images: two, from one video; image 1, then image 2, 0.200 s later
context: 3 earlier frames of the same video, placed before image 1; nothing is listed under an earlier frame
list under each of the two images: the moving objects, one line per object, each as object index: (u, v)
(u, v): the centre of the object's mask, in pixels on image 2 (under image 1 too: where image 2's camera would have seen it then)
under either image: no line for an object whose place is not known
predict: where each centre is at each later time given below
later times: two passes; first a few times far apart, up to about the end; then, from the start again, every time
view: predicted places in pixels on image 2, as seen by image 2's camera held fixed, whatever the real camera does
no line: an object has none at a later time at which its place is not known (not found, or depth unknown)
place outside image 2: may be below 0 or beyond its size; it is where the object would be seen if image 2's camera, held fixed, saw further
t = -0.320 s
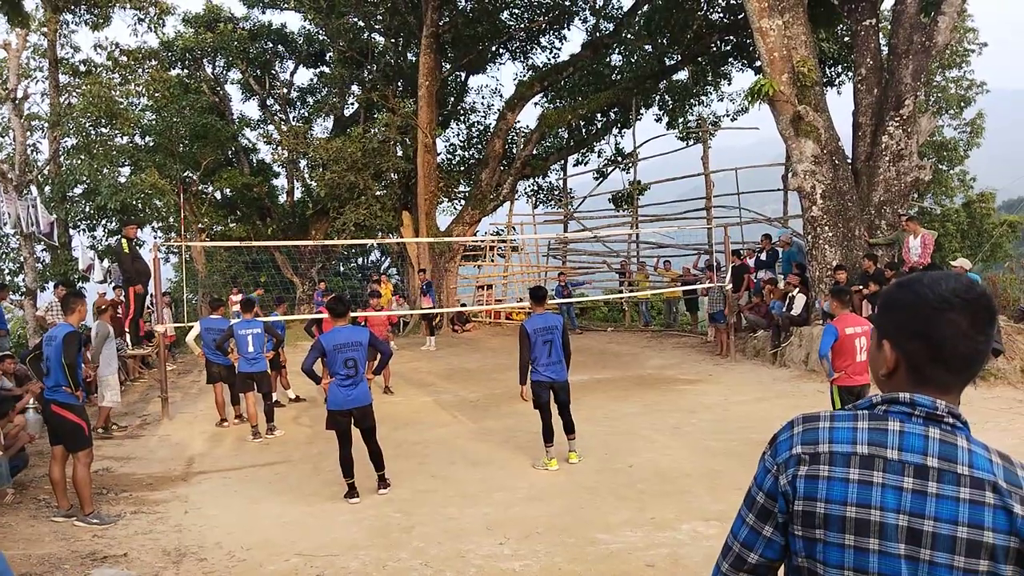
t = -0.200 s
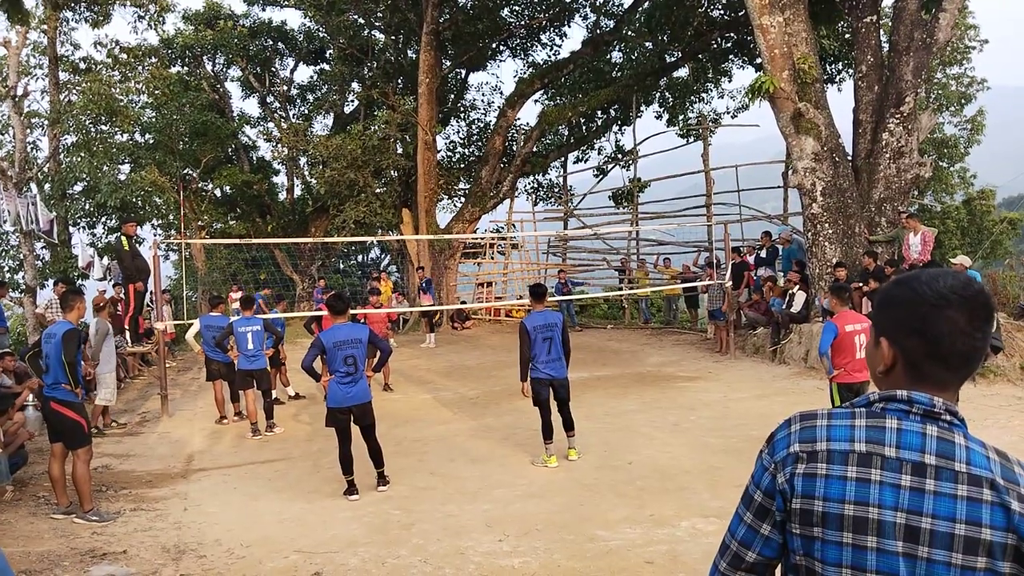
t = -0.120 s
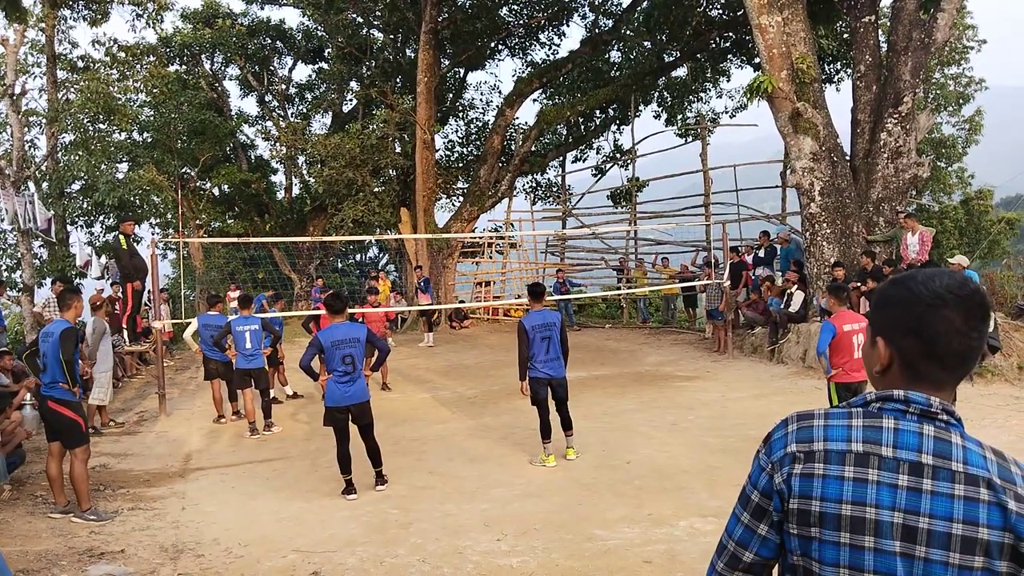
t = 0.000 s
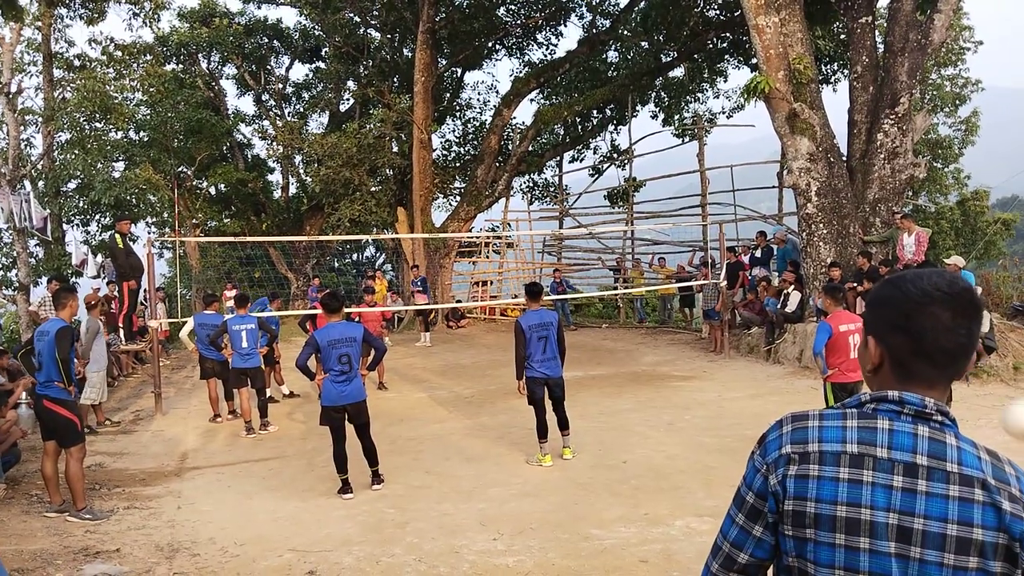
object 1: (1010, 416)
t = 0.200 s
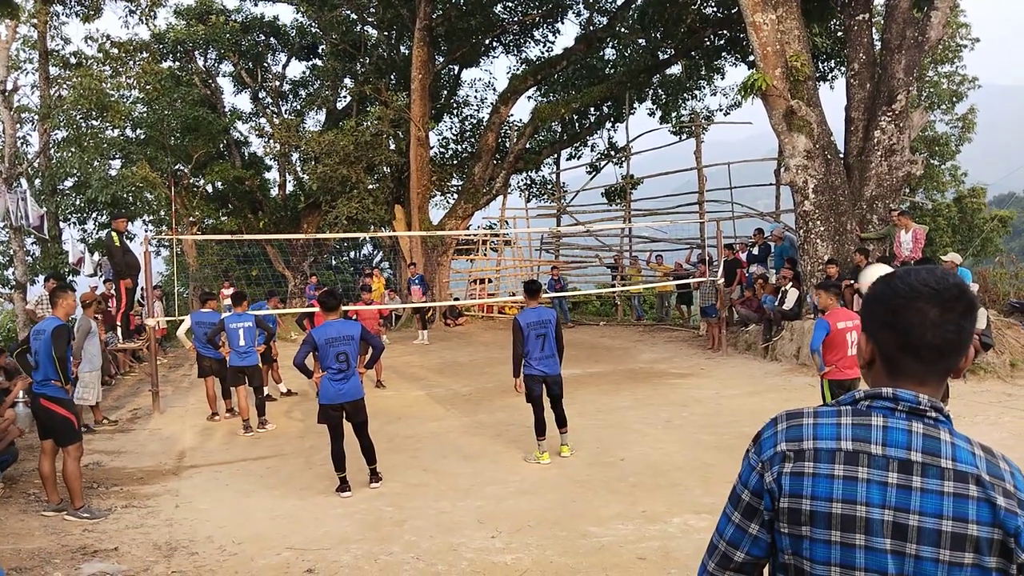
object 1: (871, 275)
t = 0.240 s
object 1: (855, 267)
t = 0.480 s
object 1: (728, 235)
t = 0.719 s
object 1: (631, 287)
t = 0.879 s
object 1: (583, 353)
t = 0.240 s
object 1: (855, 267)
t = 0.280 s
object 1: (831, 254)
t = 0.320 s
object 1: (809, 245)
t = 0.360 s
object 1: (787, 239)
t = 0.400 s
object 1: (766, 235)
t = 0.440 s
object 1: (747, 234)
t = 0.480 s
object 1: (728, 235)
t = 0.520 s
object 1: (709, 238)
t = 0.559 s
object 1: (692, 245)
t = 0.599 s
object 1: (676, 252)
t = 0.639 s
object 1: (661, 262)
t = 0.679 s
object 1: (646, 273)
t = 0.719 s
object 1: (631, 287)
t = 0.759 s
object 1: (618, 301)
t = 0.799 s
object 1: (606, 317)
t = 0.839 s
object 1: (594, 335)
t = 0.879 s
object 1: (583, 353)
